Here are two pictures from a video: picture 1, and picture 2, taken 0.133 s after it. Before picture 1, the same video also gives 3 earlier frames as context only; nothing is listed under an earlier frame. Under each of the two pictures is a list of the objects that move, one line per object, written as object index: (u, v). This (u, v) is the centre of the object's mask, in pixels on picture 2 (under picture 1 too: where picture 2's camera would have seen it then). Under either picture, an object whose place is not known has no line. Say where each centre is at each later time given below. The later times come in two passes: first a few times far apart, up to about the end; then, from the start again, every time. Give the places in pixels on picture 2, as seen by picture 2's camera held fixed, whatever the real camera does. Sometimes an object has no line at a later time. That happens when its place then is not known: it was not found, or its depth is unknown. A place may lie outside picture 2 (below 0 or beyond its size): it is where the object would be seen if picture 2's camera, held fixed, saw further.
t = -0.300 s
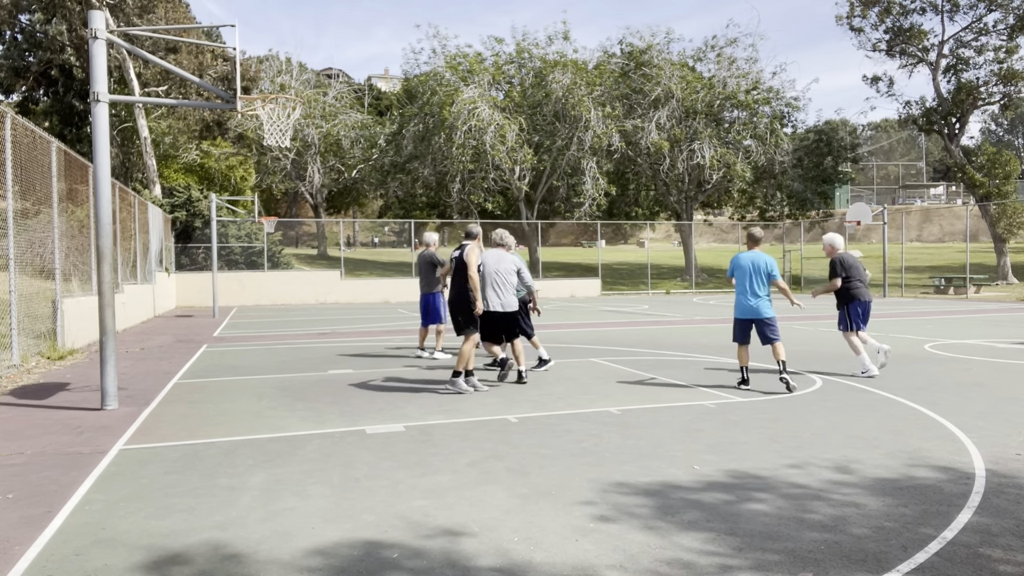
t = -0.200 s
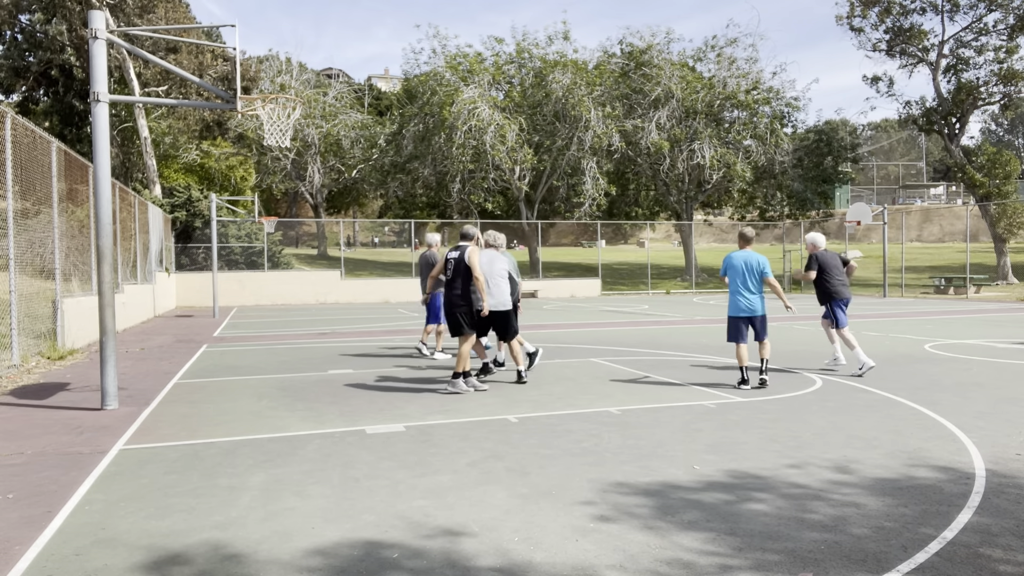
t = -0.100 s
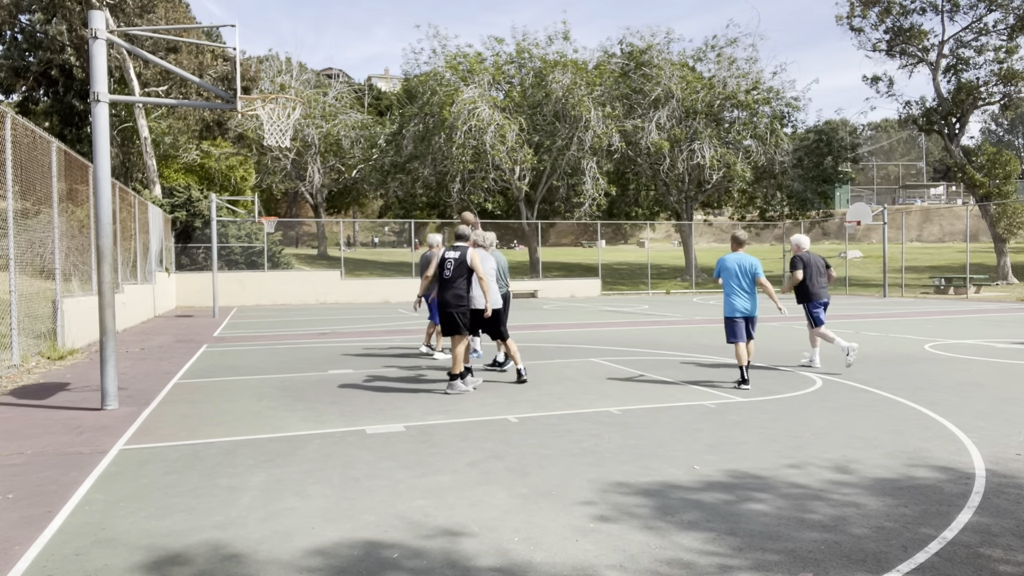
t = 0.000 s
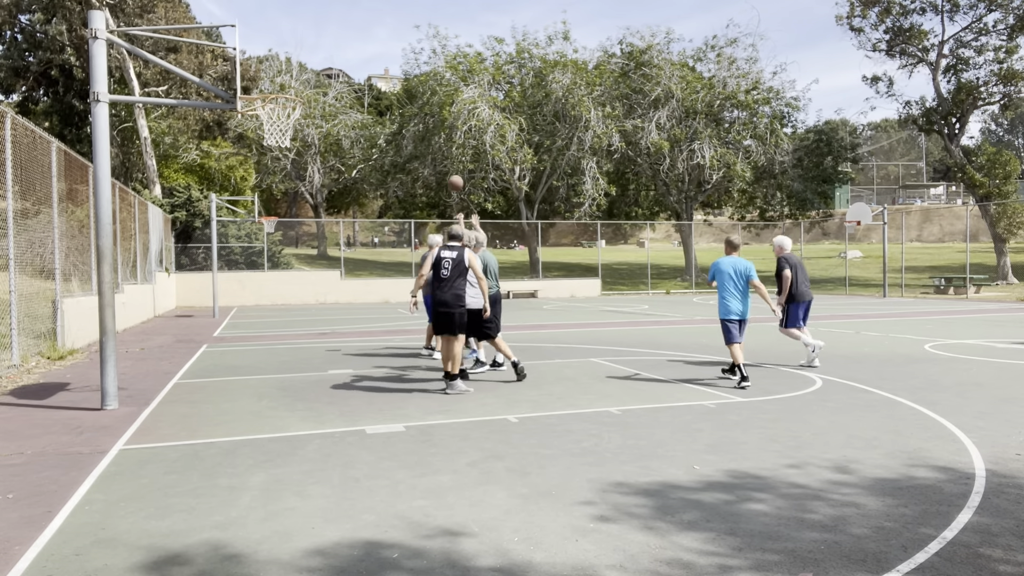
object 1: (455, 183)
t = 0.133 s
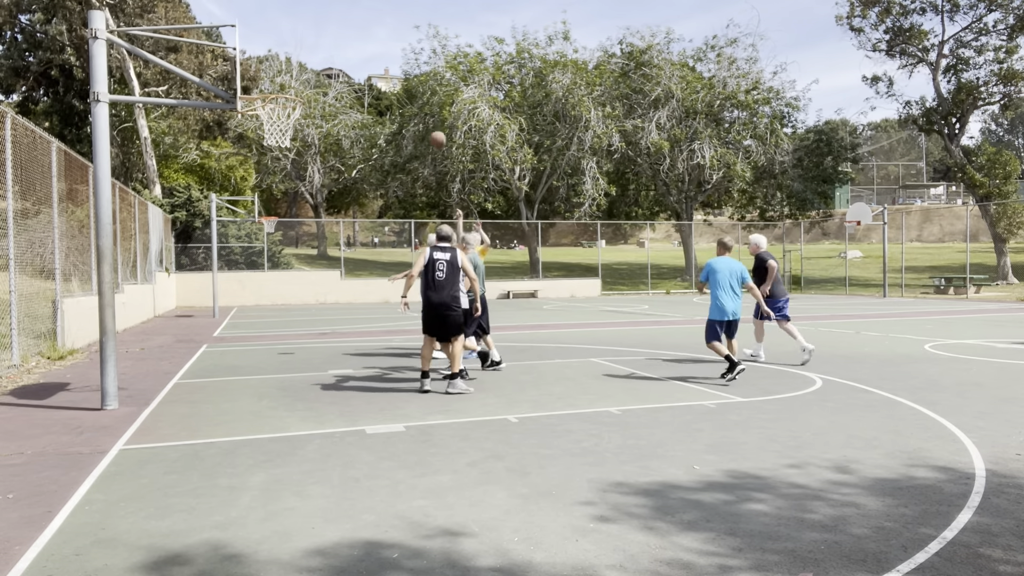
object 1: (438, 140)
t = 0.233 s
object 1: (423, 112)
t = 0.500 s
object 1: (379, 66)
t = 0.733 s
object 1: (332, 67)
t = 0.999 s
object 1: (270, 84)
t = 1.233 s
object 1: (272, 61)
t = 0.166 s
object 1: (433, 129)
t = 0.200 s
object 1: (429, 121)
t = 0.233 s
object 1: (423, 112)
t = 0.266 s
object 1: (418, 105)
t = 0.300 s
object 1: (413, 96)
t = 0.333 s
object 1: (408, 89)
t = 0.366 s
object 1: (402, 83)
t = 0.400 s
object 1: (396, 78)
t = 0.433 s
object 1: (391, 73)
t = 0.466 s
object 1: (385, 69)
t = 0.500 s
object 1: (379, 66)
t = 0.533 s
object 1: (372, 63)
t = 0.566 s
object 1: (366, 62)
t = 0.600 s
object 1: (359, 61)
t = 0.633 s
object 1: (353, 61)
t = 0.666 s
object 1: (346, 62)
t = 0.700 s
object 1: (339, 64)
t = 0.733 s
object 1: (332, 67)
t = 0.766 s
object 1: (324, 71)
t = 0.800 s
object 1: (316, 77)
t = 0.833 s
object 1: (309, 83)
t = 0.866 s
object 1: (300, 89)
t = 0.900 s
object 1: (293, 92)
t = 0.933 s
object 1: (285, 87)
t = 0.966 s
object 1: (278, 85)
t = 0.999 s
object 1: (270, 84)
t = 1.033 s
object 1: (263, 79)
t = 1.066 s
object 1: (257, 73)
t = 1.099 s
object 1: (251, 69)
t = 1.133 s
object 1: (254, 65)
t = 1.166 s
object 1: (260, 63)
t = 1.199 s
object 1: (266, 61)
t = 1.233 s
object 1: (272, 61)
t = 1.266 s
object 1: (278, 62)
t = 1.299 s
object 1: (284, 64)
